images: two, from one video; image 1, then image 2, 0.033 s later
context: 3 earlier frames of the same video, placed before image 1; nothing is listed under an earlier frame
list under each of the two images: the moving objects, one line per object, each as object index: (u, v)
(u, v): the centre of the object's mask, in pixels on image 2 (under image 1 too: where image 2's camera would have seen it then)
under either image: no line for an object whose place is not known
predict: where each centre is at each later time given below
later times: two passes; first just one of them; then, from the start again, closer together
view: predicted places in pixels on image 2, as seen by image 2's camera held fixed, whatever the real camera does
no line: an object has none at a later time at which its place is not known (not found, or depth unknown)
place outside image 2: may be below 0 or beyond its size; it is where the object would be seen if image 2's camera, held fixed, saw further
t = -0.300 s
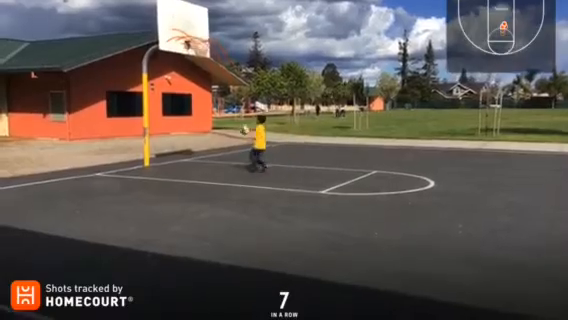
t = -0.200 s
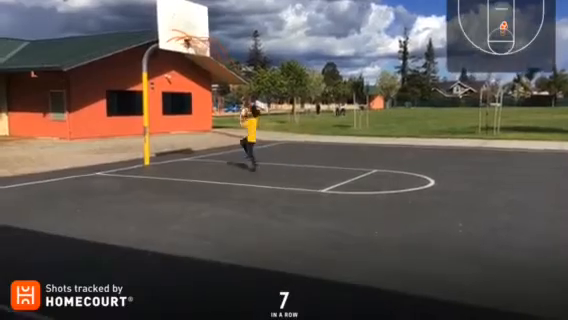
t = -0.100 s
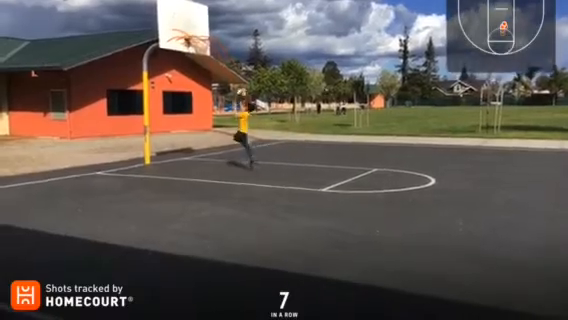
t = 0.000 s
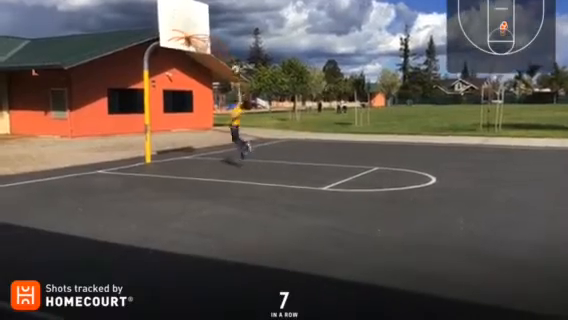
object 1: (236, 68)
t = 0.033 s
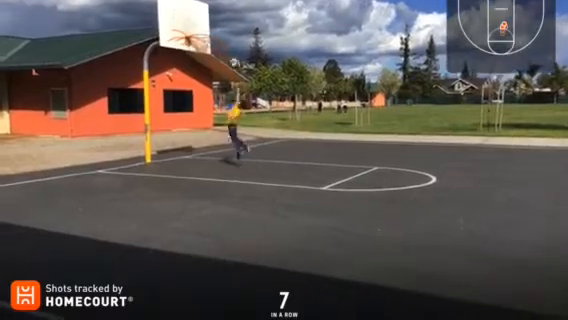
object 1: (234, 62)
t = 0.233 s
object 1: (221, 34)
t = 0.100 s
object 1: (230, 51)
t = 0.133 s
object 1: (227, 46)
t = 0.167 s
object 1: (225, 42)
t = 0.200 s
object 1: (223, 37)
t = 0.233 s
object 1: (221, 34)
